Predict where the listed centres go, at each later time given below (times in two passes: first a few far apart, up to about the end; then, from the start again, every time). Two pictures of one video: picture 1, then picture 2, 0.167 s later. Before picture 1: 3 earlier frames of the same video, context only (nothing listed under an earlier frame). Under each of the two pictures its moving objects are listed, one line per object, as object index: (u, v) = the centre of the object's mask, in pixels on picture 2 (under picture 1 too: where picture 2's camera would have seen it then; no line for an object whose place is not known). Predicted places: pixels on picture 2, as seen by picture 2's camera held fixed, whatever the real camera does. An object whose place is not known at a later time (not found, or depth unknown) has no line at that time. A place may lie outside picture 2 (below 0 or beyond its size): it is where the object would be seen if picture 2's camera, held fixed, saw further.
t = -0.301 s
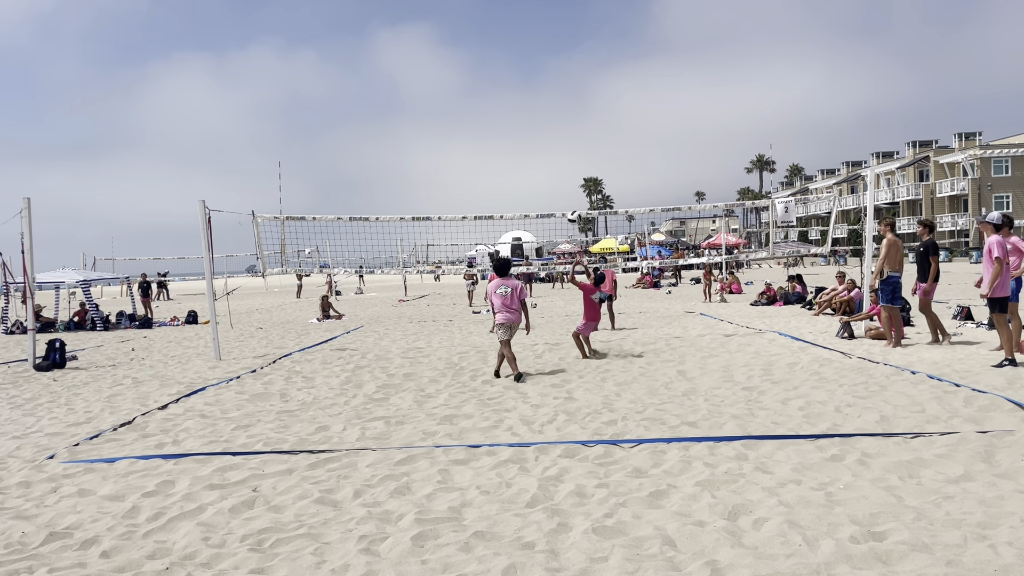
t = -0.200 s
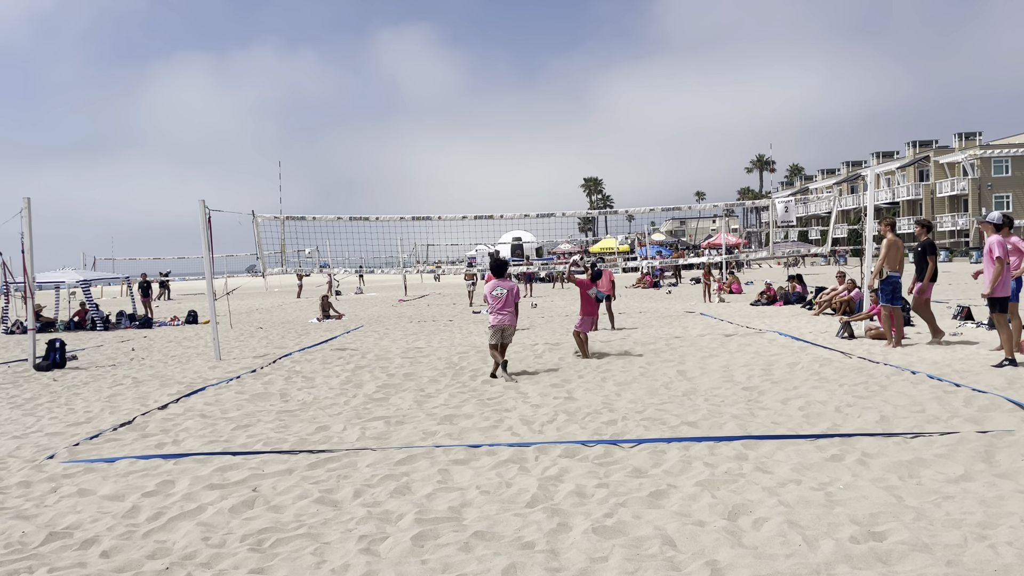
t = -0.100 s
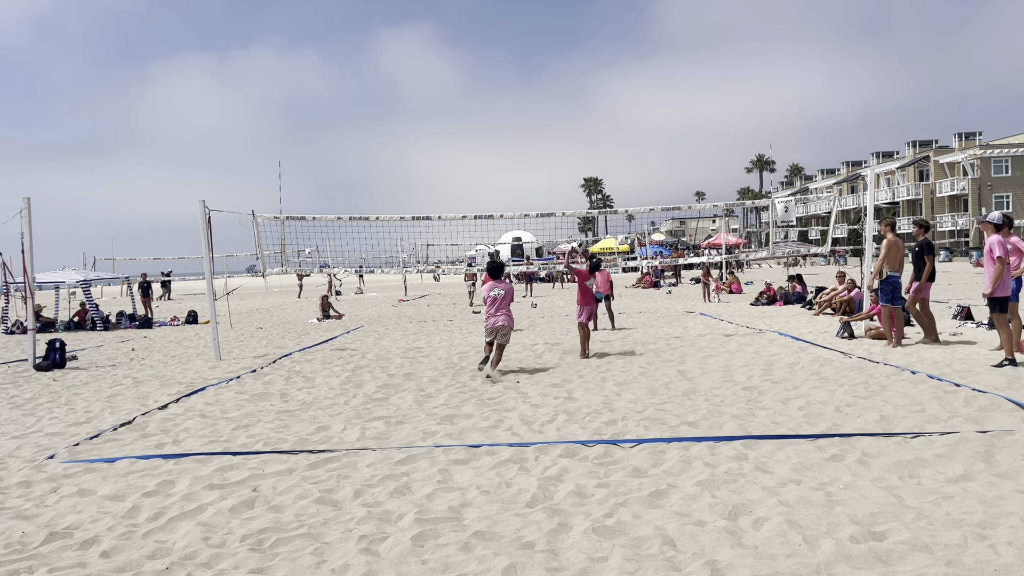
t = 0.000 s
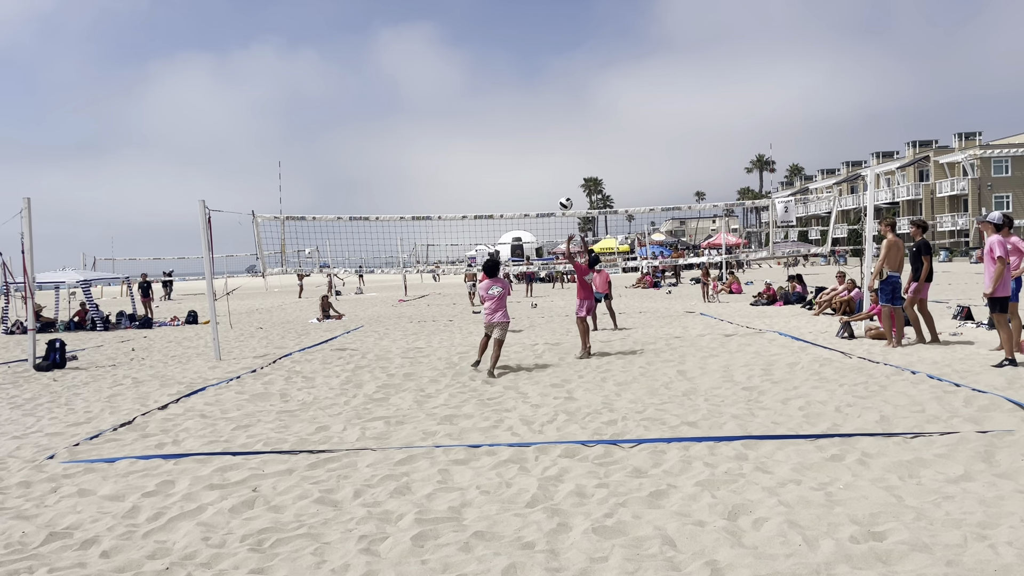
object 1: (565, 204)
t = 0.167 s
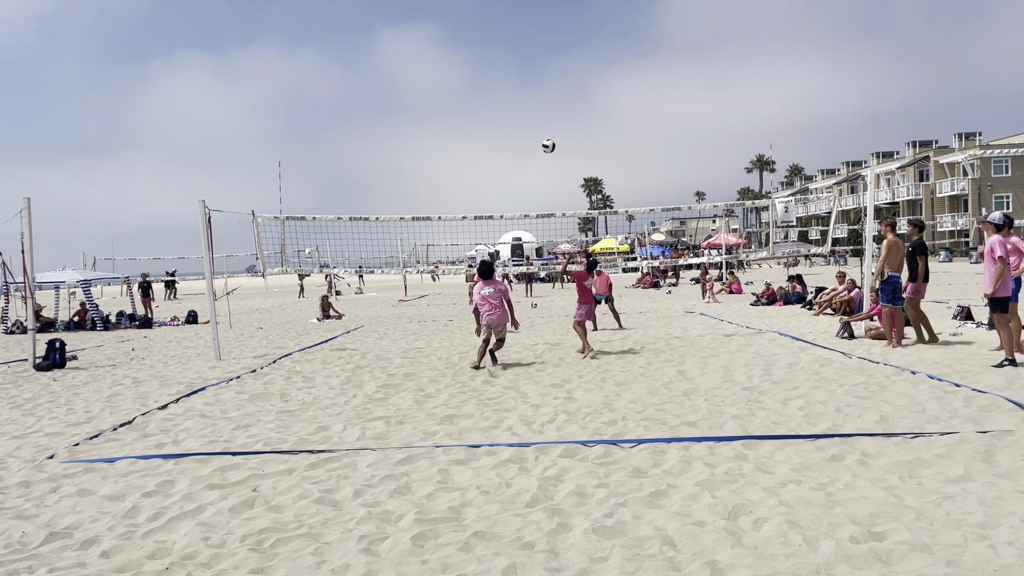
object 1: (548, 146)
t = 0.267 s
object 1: (540, 121)
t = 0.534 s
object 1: (520, 86)
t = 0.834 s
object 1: (503, 104)
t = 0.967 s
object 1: (498, 129)
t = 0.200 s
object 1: (545, 137)
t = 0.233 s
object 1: (543, 128)
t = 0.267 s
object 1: (540, 121)
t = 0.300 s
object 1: (537, 114)
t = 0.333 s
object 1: (535, 108)
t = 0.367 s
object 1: (532, 102)
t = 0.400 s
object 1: (530, 98)
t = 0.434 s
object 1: (527, 94)
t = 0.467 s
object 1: (525, 90)
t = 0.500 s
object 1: (523, 88)
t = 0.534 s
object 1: (520, 86)
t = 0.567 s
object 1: (518, 85)
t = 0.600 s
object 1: (516, 85)
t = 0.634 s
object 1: (514, 86)
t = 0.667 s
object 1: (512, 87)
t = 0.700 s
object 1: (510, 89)
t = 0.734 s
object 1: (508, 92)
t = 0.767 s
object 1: (507, 95)
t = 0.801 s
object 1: (505, 99)
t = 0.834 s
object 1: (503, 104)
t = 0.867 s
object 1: (502, 109)
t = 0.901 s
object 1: (501, 115)
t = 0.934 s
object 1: (499, 122)
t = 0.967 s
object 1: (498, 129)
